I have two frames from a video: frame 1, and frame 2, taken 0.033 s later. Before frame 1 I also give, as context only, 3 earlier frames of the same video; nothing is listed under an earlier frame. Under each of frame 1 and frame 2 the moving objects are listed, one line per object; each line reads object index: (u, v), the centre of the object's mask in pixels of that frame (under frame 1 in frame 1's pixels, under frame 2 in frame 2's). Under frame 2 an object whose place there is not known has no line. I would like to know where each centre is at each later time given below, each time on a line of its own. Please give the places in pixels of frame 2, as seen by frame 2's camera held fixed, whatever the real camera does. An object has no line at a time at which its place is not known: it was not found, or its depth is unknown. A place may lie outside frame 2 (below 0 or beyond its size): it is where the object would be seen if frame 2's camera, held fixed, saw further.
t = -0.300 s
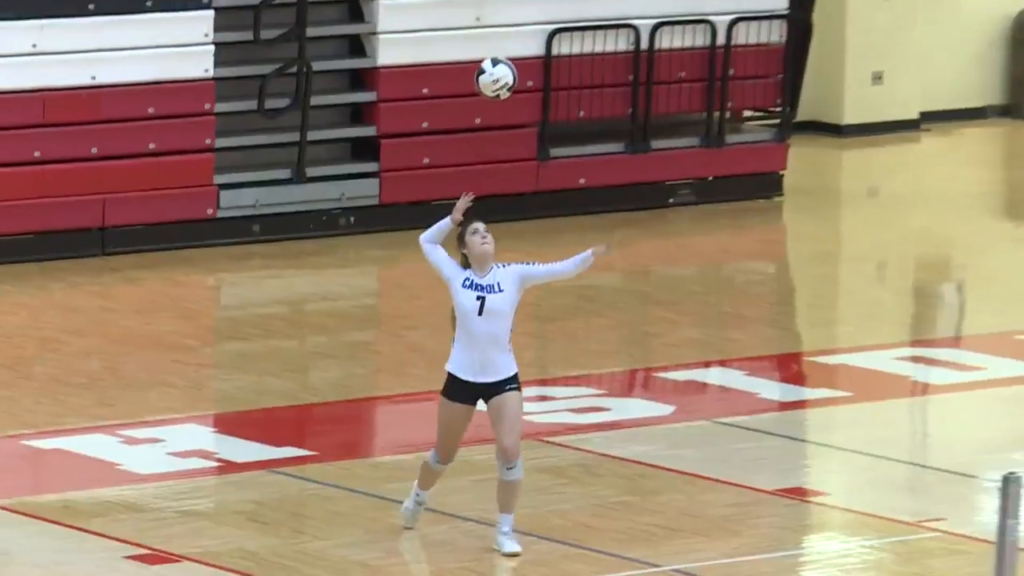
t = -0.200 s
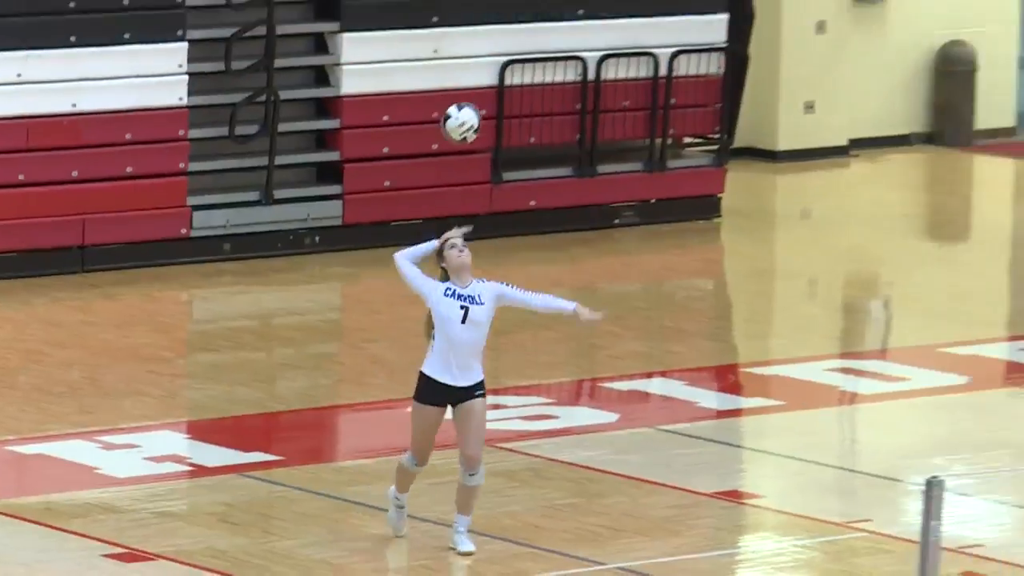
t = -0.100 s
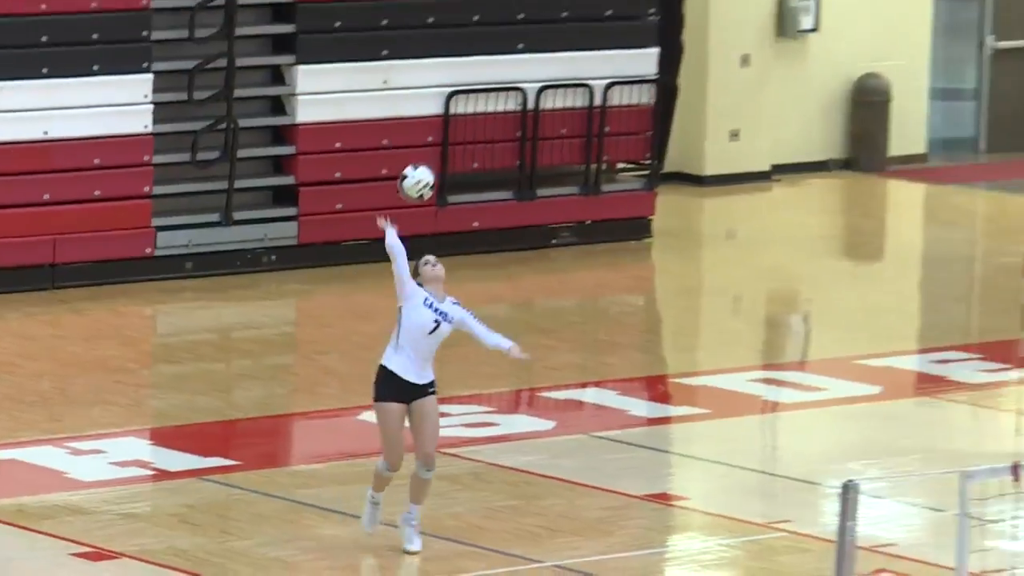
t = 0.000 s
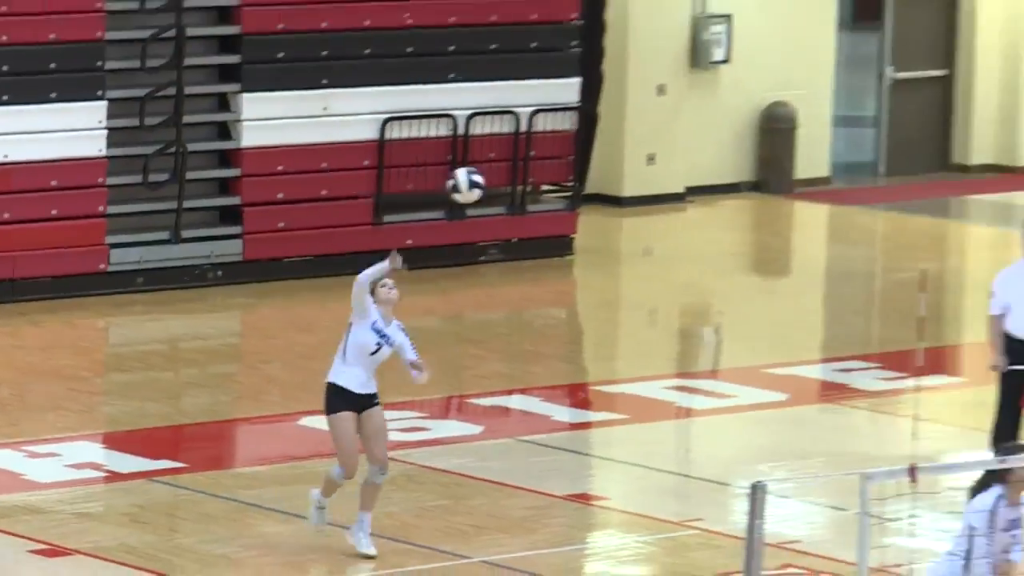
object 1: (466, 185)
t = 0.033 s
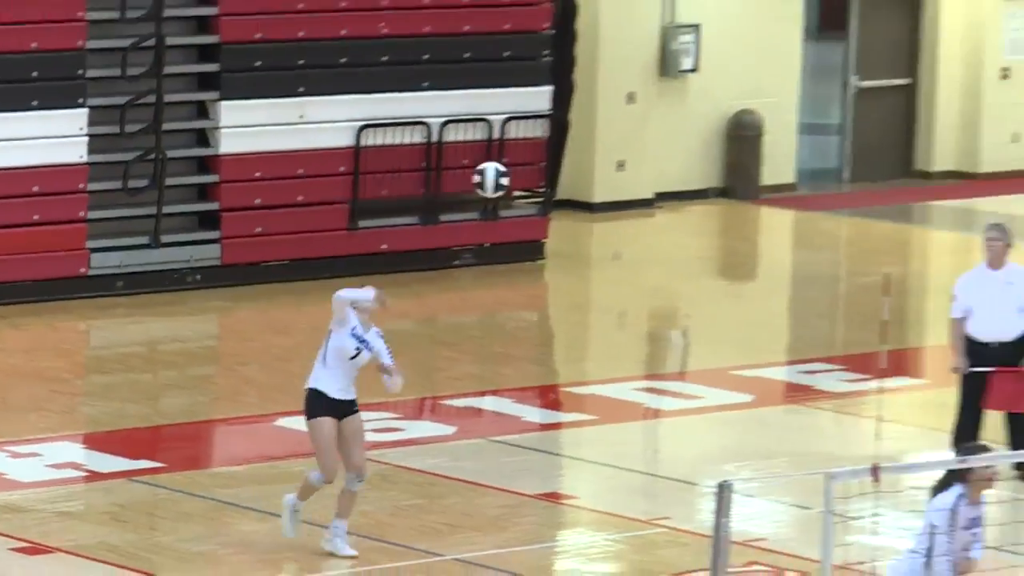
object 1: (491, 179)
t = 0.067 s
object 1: (543, 173)
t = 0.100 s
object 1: (598, 166)
